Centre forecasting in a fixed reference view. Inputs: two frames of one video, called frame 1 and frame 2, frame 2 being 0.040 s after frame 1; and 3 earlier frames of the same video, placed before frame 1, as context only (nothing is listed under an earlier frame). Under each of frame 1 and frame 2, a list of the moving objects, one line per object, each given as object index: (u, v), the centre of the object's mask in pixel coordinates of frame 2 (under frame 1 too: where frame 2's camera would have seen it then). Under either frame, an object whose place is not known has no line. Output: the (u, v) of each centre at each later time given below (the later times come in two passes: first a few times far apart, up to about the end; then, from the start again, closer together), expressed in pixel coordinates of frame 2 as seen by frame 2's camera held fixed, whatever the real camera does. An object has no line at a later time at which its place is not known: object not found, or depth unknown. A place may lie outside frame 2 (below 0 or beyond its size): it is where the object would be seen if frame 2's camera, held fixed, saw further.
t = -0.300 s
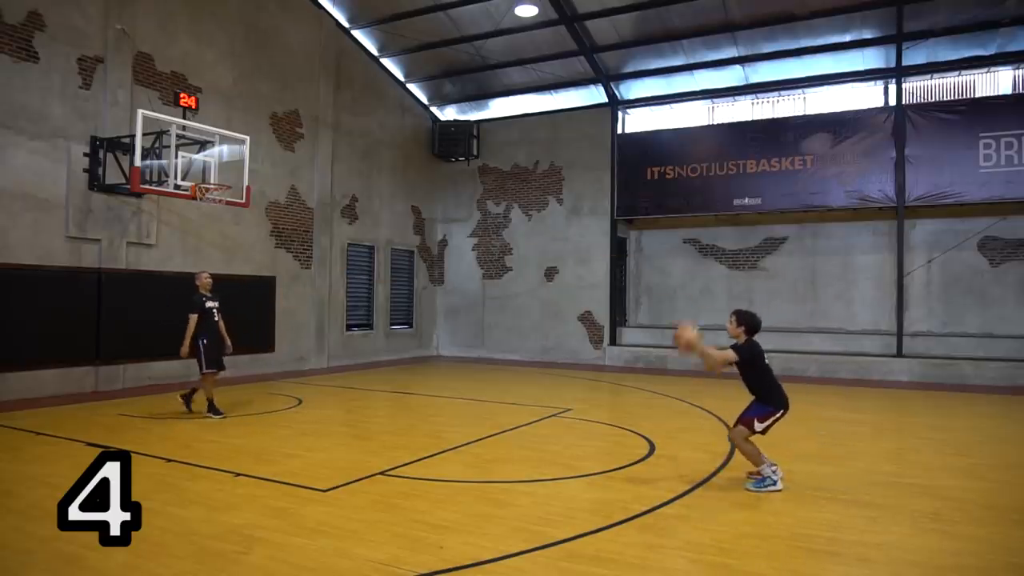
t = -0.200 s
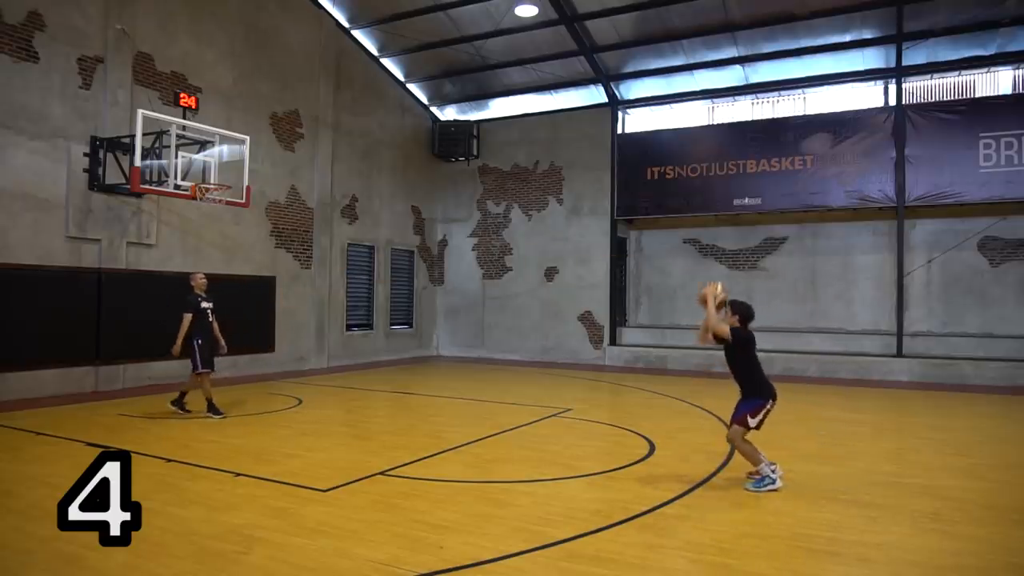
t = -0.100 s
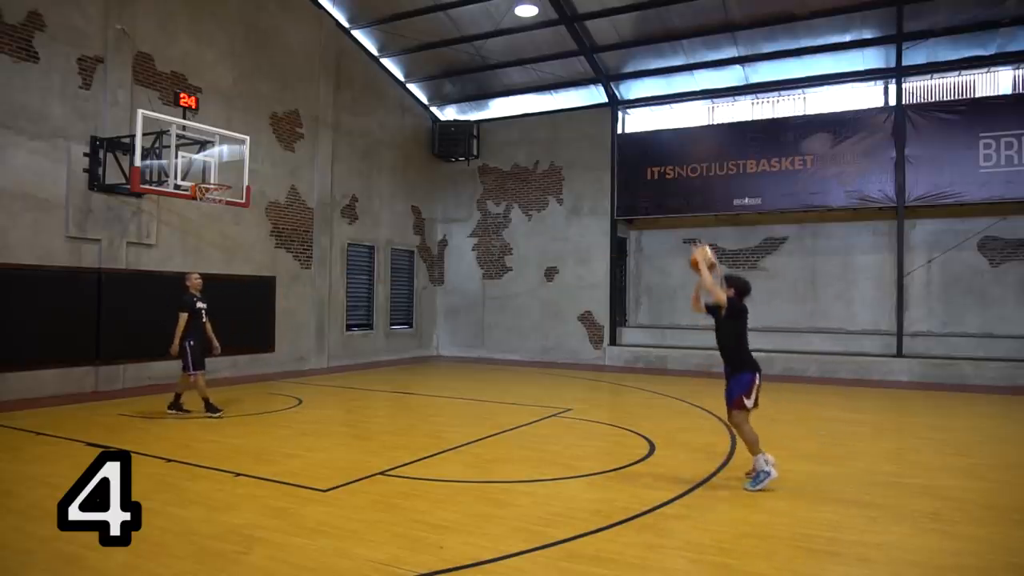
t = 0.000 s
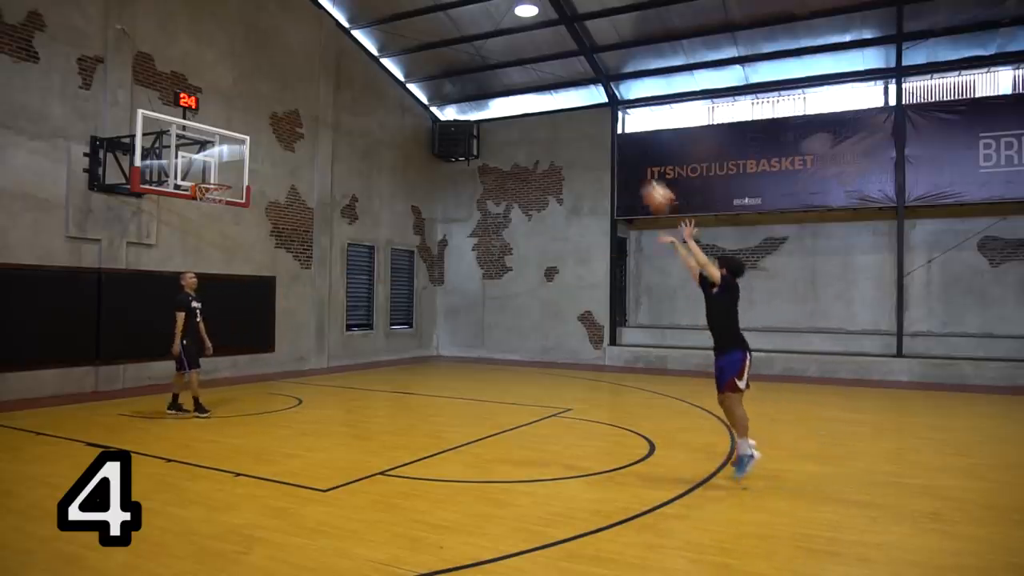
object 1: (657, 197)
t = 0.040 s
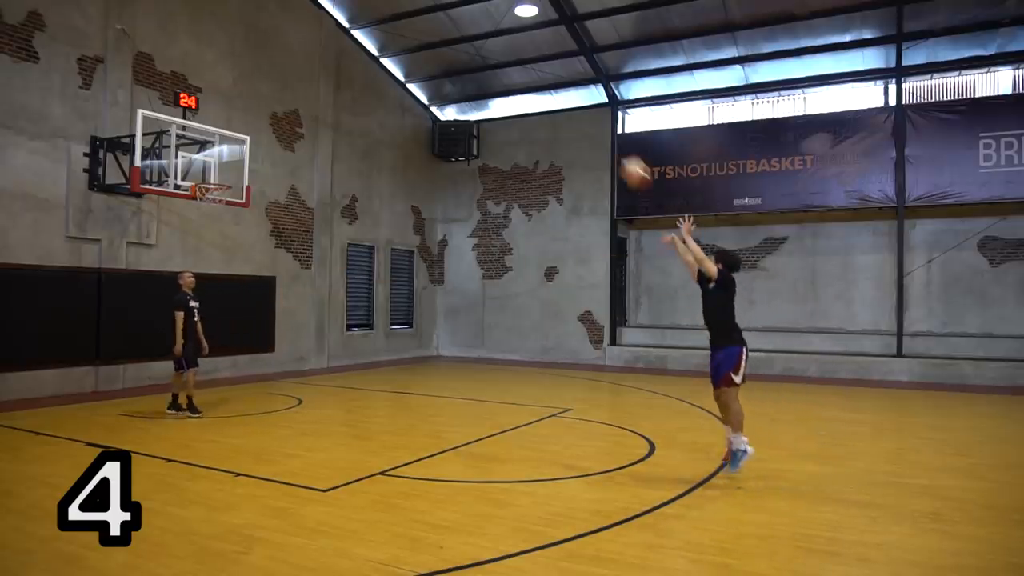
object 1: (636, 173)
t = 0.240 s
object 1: (532, 81)
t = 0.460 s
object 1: (437, 38)
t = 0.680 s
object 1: (358, 41)
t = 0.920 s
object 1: (287, 82)
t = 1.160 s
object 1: (224, 160)
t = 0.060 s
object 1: (625, 162)
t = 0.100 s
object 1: (602, 139)
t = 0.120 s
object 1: (591, 128)
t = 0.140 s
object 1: (582, 121)
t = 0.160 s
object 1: (572, 114)
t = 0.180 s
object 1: (561, 105)
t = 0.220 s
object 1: (541, 87)
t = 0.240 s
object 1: (532, 81)
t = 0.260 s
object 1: (523, 76)
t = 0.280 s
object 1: (513, 70)
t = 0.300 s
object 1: (504, 64)
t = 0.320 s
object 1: (496, 60)
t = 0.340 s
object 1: (487, 56)
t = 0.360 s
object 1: (479, 52)
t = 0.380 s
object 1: (471, 49)
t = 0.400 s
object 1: (462, 46)
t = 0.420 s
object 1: (454, 44)
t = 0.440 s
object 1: (446, 40)
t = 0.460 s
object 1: (437, 38)
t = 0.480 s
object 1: (431, 37)
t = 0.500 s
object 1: (422, 36)
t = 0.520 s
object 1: (414, 35)
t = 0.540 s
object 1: (407, 35)
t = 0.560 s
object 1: (401, 34)
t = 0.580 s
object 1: (393, 35)
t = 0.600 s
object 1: (386, 35)
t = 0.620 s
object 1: (380, 36)
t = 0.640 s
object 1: (373, 36)
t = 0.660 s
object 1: (368, 39)
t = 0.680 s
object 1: (358, 41)
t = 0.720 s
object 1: (346, 44)
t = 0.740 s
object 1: (340, 47)
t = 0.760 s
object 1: (333, 50)
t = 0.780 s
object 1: (327, 53)
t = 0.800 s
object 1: (321, 57)
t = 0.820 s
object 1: (315, 60)
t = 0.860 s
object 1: (304, 68)
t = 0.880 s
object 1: (297, 72)
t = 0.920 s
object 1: (287, 82)
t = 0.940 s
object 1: (281, 87)
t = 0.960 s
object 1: (275, 93)
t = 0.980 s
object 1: (270, 98)
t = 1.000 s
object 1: (264, 104)
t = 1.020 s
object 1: (260, 111)
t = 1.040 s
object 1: (254, 117)
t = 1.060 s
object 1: (250, 123)
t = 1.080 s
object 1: (244, 131)
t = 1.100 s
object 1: (239, 137)
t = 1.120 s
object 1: (235, 145)
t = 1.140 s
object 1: (230, 153)
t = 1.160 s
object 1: (224, 160)
